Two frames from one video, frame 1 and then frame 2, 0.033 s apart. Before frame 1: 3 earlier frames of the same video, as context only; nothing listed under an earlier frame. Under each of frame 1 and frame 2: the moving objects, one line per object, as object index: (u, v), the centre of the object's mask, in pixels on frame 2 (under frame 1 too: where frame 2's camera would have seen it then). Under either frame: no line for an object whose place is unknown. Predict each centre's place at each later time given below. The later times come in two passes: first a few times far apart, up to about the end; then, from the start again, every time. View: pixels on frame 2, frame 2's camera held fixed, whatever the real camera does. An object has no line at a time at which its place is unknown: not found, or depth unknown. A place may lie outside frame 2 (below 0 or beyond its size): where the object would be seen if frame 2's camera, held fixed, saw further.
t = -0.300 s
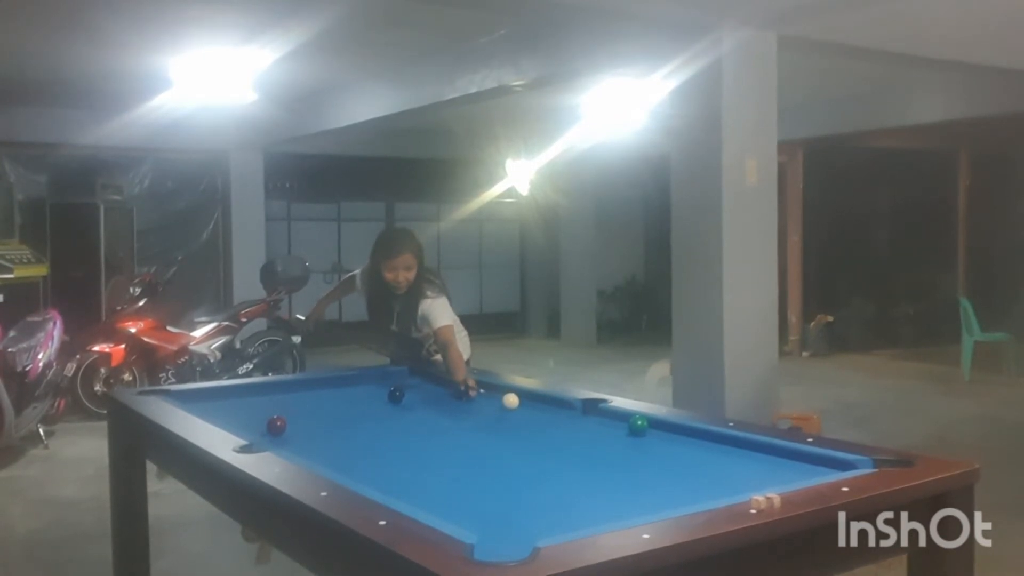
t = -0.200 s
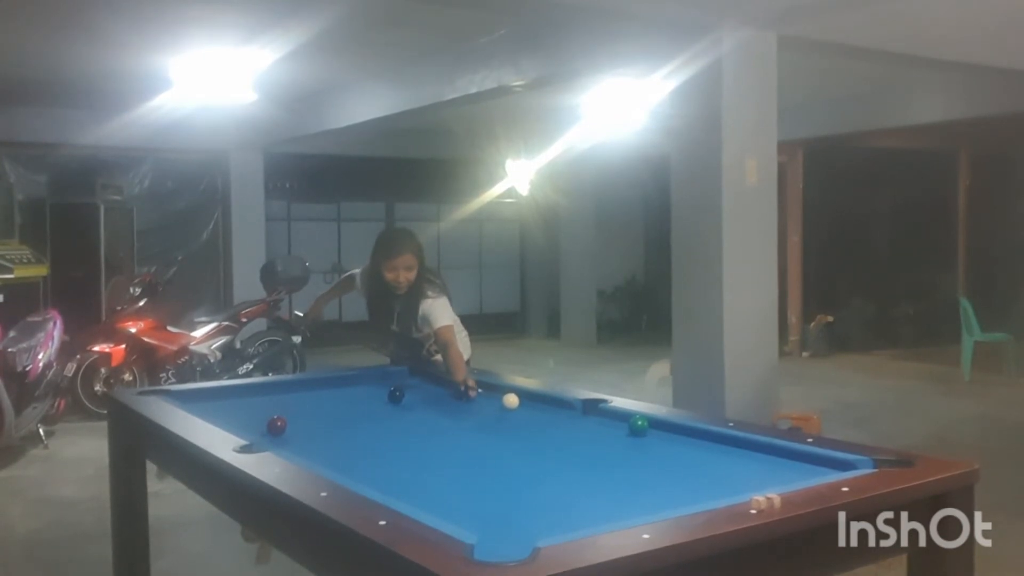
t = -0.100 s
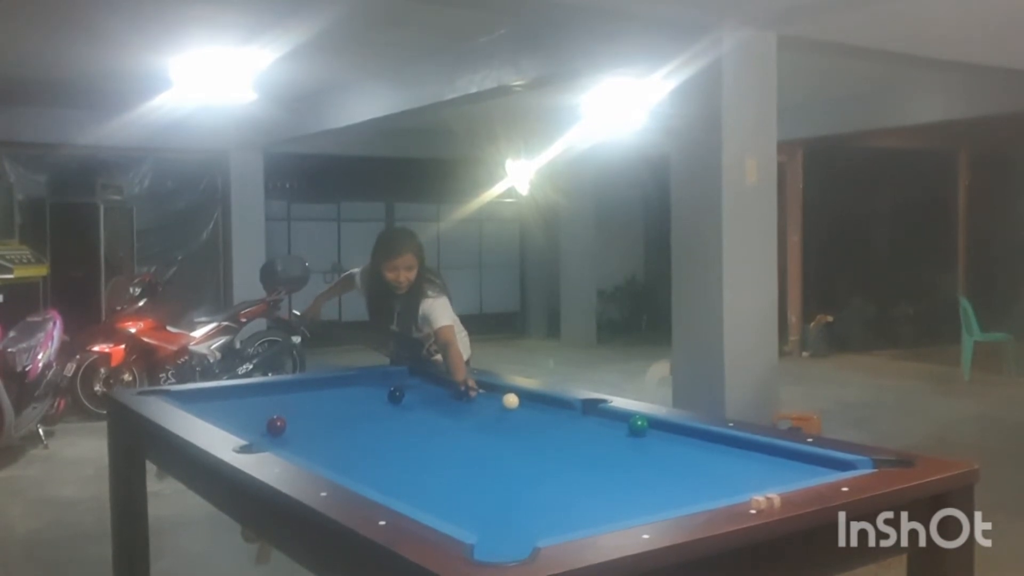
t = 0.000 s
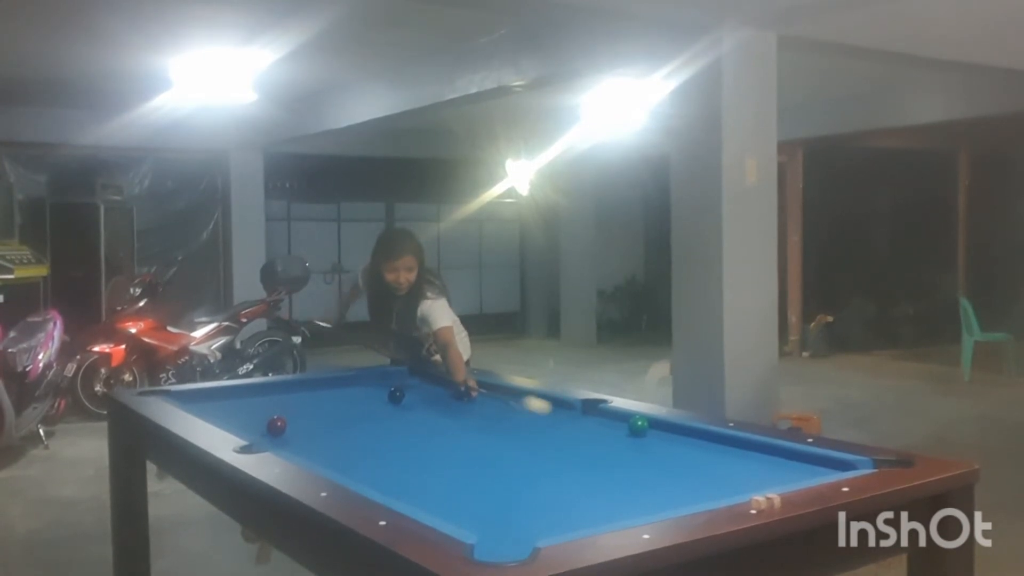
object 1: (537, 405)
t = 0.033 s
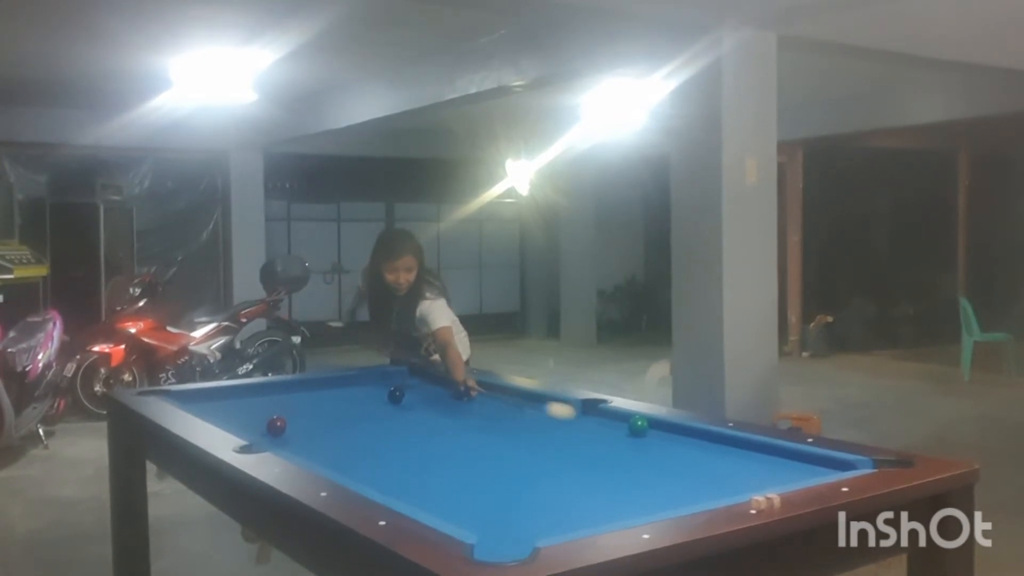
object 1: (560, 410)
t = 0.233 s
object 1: (609, 435)
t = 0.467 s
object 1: (598, 459)
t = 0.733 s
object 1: (582, 494)
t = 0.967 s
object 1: (555, 526)
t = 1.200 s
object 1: (492, 516)
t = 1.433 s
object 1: (507, 490)
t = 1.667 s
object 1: (518, 470)
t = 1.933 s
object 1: (528, 450)
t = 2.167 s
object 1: (534, 436)
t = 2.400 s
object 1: (539, 424)
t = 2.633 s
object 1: (542, 414)
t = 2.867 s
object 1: (545, 405)
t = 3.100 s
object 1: (543, 398)
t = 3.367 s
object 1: (513, 397)
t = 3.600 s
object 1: (491, 396)
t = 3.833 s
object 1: (472, 394)
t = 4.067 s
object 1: (456, 393)
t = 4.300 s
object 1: (442, 392)
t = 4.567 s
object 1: (428, 391)
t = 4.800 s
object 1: (419, 391)
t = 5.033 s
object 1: (412, 390)
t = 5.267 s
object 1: (408, 389)
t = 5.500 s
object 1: (405, 389)
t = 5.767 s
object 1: (404, 389)
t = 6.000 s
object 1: (404, 388)
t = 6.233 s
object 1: (404, 388)
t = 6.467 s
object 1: (405, 388)
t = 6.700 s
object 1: (404, 388)
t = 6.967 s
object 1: (404, 388)
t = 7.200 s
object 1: (405, 388)
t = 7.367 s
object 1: (405, 388)
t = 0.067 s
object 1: (584, 415)
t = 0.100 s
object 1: (608, 420)
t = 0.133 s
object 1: (617, 425)
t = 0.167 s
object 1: (614, 429)
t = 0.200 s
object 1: (611, 431)
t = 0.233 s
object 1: (609, 435)
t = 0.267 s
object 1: (608, 438)
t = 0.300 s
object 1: (606, 441)
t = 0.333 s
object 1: (605, 445)
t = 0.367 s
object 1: (603, 449)
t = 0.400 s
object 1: (602, 452)
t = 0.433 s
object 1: (600, 456)
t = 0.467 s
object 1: (598, 459)
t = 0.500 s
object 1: (596, 463)
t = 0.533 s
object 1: (594, 467)
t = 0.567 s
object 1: (592, 471)
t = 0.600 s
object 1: (591, 476)
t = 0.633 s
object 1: (589, 480)
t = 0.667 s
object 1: (587, 485)
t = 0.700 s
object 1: (584, 489)
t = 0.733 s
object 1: (582, 494)
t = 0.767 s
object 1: (579, 498)
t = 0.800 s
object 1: (577, 504)
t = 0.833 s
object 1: (574, 509)
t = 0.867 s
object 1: (571, 514)
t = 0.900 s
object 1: (568, 519)
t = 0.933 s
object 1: (565, 524)
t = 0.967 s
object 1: (555, 526)
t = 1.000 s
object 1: (536, 528)
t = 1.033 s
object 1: (517, 529)
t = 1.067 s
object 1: (499, 529)
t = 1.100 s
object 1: (484, 528)
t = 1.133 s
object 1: (486, 524)
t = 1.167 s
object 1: (489, 520)
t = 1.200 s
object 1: (492, 516)
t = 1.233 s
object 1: (495, 512)
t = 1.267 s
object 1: (497, 509)
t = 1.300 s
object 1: (499, 505)
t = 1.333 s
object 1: (501, 501)
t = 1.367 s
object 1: (502, 498)
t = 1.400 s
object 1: (505, 494)
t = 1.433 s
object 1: (507, 490)
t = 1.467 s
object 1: (509, 488)
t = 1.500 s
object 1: (510, 485)
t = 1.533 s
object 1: (512, 482)
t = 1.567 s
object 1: (514, 479)
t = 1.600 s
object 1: (515, 476)
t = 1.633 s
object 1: (516, 473)
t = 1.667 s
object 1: (518, 470)
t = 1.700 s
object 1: (519, 467)
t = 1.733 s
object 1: (521, 465)
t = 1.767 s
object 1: (522, 462)
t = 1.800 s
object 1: (523, 460)
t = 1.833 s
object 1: (525, 457)
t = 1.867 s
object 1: (526, 455)
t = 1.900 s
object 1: (527, 453)
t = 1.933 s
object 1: (528, 450)
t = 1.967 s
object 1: (529, 448)
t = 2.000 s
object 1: (530, 446)
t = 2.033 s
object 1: (531, 444)
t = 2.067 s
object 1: (531, 442)
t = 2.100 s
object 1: (532, 440)
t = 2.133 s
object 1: (533, 438)
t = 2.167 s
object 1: (534, 436)
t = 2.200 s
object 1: (535, 434)
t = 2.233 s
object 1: (535, 432)
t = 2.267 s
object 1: (536, 431)
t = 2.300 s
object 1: (537, 429)
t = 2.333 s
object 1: (537, 428)
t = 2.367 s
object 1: (538, 426)
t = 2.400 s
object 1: (539, 424)
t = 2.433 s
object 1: (539, 422)
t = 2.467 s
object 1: (540, 421)
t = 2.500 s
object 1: (540, 420)
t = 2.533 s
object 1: (541, 418)
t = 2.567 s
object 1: (541, 417)
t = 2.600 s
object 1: (542, 416)
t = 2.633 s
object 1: (542, 414)
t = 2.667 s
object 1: (543, 413)
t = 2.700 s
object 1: (543, 412)
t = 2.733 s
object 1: (544, 410)
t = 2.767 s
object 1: (544, 409)
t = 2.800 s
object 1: (544, 408)
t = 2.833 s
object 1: (545, 406)
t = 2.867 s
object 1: (545, 405)
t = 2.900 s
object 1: (545, 404)
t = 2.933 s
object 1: (546, 403)
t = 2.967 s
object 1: (546, 402)
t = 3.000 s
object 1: (546, 401)
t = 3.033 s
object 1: (547, 400)
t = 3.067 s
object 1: (547, 399)
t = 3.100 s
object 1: (543, 398)
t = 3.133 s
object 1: (539, 398)
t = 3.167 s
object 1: (535, 398)
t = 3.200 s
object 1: (531, 398)
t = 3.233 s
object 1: (528, 397)
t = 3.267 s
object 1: (524, 397)
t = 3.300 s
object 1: (520, 397)
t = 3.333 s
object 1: (517, 397)
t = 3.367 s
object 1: (513, 397)
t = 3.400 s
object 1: (510, 397)
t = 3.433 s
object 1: (507, 396)
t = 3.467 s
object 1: (503, 396)
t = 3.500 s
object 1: (500, 396)
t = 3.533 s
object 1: (497, 396)
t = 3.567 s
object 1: (494, 396)
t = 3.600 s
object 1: (491, 396)
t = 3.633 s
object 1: (488, 395)
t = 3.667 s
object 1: (485, 395)
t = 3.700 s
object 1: (482, 395)
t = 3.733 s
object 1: (480, 395)
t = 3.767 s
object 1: (477, 395)
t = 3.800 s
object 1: (474, 394)
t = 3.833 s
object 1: (472, 394)
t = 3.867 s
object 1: (469, 394)
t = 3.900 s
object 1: (467, 394)
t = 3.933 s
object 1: (465, 394)
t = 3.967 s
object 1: (462, 394)
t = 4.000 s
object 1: (460, 394)
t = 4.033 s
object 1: (458, 393)
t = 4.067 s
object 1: (456, 393)
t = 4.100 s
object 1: (453, 393)
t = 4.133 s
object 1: (451, 393)
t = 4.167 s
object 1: (449, 393)
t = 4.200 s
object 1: (447, 392)
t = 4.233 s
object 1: (445, 392)
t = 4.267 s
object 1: (443, 392)
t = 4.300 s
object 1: (442, 392)
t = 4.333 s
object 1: (440, 392)
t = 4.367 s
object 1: (438, 392)
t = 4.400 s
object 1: (436, 392)
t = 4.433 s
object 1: (434, 392)
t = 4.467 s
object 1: (433, 392)
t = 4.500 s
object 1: (431, 392)
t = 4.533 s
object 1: (429, 392)
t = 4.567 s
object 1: (428, 391)
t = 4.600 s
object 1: (426, 391)
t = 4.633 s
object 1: (425, 391)
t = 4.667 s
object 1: (424, 391)
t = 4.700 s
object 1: (423, 391)
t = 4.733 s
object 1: (421, 391)
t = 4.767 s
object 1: (420, 391)
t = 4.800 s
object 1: (419, 391)
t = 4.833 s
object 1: (418, 391)
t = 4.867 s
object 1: (417, 391)
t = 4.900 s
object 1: (416, 390)
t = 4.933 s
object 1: (415, 390)
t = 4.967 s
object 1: (414, 390)
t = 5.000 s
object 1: (413, 390)
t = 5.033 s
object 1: (412, 390)
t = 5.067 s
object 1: (411, 390)
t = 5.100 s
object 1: (410, 390)
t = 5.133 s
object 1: (410, 390)
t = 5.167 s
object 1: (409, 390)
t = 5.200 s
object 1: (409, 390)
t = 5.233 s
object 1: (408, 390)
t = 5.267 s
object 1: (408, 389)
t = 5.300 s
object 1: (408, 390)
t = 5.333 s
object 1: (407, 390)
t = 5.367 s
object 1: (406, 390)
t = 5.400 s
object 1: (406, 389)
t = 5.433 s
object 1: (406, 389)
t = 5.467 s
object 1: (406, 389)
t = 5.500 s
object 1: (405, 389)
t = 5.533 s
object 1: (405, 389)
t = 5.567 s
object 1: (405, 389)
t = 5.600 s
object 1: (405, 389)
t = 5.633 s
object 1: (405, 389)
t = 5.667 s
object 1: (405, 389)
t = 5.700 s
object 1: (404, 389)
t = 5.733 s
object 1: (404, 389)
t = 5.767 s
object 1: (404, 389)
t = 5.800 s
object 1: (404, 389)
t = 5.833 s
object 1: (404, 389)
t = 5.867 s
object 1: (405, 388)
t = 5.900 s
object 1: (404, 388)
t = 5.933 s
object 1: (404, 388)
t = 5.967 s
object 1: (404, 388)
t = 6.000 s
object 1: (404, 388)
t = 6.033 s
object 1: (404, 388)
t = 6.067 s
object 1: (404, 388)
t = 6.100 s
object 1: (404, 388)
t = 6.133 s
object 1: (404, 388)
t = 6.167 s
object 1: (404, 388)
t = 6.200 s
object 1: (404, 388)
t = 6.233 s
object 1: (404, 388)
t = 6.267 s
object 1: (404, 388)
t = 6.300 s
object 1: (404, 388)
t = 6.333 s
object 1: (404, 388)
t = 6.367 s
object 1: (404, 388)
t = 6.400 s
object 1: (404, 388)
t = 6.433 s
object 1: (405, 388)
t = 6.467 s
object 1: (405, 388)
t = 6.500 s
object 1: (404, 388)
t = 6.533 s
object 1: (404, 388)
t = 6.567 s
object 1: (405, 388)
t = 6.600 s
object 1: (404, 388)
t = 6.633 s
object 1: (404, 388)
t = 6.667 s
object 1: (404, 388)
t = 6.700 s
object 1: (404, 388)
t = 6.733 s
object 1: (404, 388)
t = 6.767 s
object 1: (404, 388)
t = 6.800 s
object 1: (404, 388)
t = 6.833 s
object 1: (404, 388)
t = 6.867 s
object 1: (404, 388)
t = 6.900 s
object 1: (405, 388)
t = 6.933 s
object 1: (404, 388)
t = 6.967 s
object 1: (404, 388)
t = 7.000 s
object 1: (404, 388)
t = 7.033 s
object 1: (404, 388)
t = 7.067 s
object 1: (405, 388)
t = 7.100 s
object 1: (405, 388)
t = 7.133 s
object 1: (405, 388)
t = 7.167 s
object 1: (405, 388)
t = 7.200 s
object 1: (405, 388)
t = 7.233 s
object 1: (404, 388)
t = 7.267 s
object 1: (405, 388)
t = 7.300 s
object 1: (405, 388)
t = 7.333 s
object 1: (405, 388)
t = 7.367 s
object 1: (405, 388)
